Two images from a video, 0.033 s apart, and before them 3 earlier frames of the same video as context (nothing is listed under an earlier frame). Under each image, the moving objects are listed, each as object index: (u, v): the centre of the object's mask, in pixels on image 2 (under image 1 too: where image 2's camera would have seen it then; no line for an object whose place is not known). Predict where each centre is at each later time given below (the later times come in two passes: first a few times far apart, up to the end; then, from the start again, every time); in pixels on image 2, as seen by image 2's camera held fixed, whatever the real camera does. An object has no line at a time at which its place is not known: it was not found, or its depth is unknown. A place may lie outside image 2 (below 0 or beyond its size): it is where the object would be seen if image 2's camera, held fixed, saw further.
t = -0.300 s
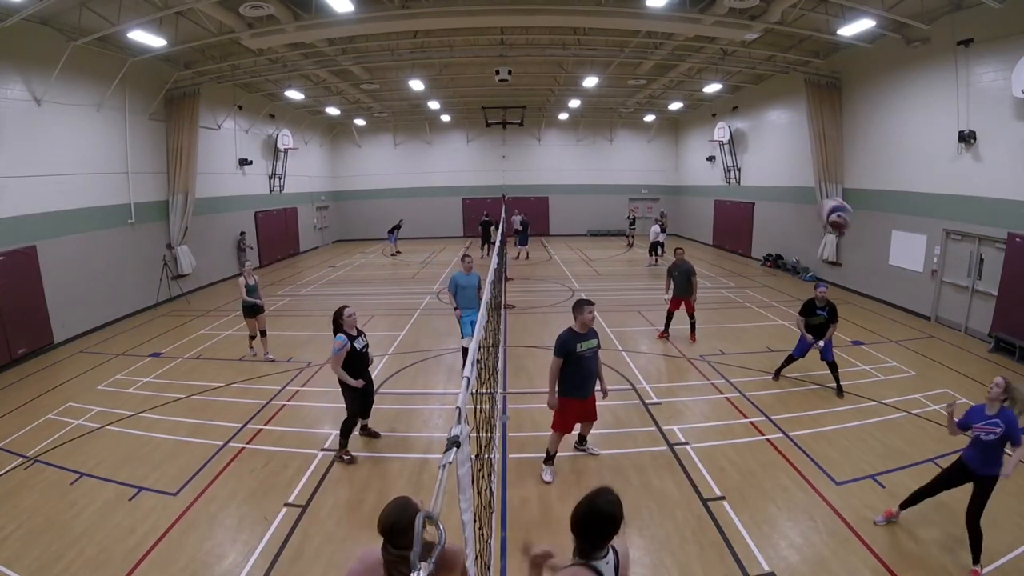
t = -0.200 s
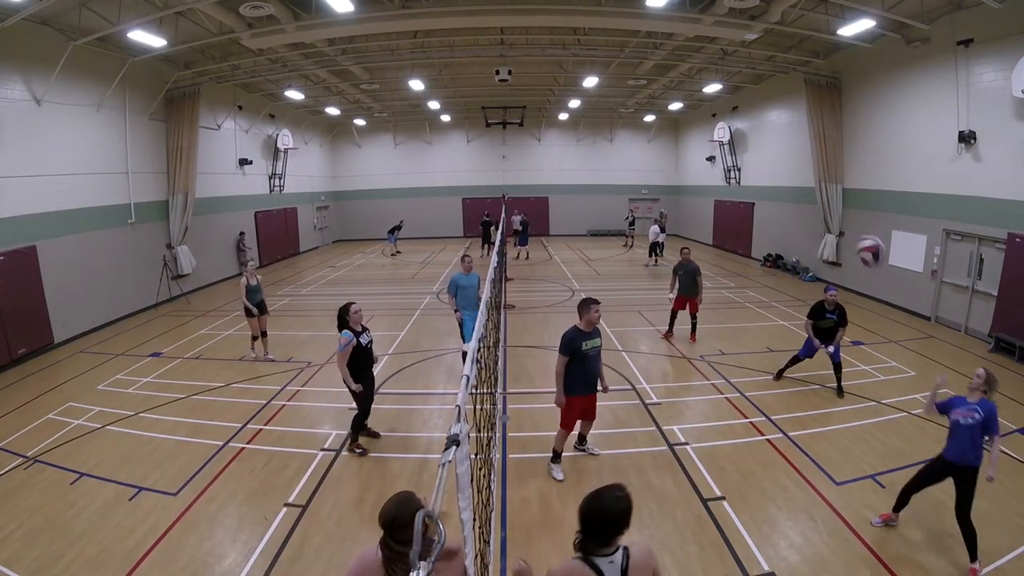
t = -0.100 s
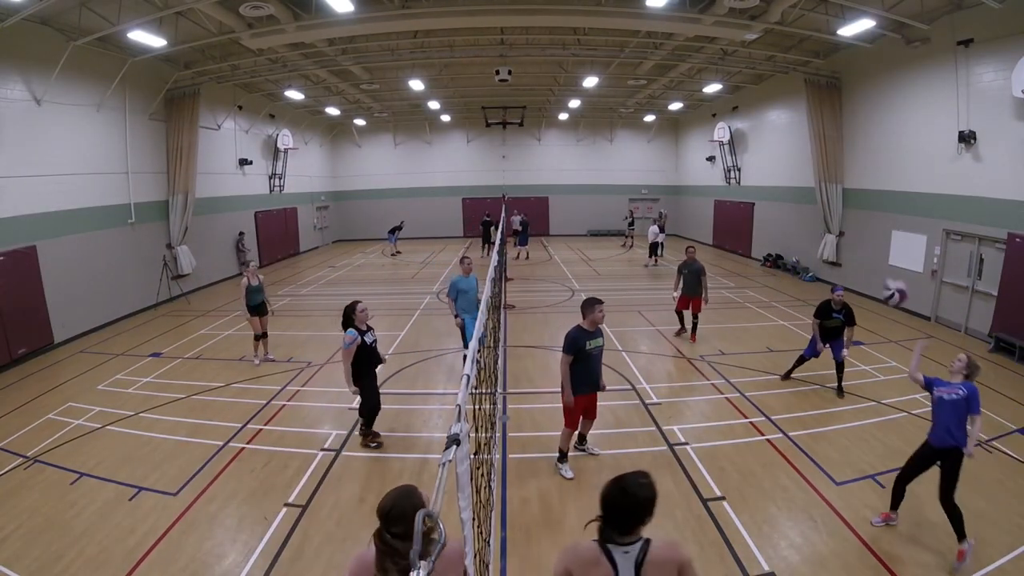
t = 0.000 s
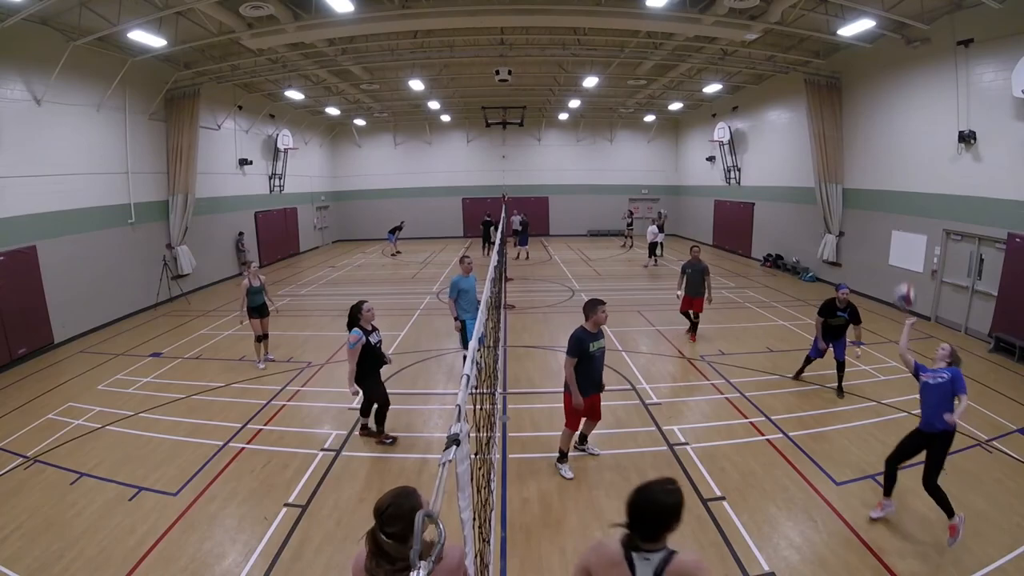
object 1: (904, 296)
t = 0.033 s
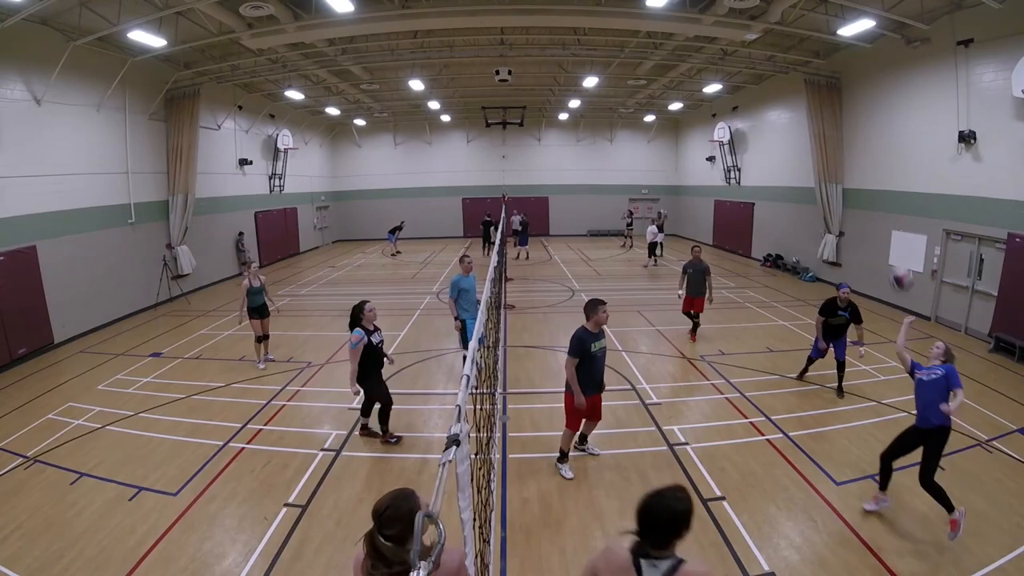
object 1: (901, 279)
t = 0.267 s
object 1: (868, 169)
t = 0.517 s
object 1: (817, 118)
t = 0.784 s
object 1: (751, 160)
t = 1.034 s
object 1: (676, 298)
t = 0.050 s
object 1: (900, 270)
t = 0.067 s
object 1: (899, 259)
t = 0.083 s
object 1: (896, 251)
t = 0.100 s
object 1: (894, 241)
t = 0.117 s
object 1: (892, 232)
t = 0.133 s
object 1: (890, 224)
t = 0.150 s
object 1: (888, 217)
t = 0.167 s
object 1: (885, 209)
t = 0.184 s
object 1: (882, 202)
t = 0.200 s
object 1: (880, 195)
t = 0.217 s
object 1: (878, 187)
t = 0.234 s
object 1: (874, 181)
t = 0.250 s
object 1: (871, 174)
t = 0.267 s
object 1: (868, 169)
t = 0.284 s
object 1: (865, 162)
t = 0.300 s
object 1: (862, 157)
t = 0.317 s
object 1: (859, 151)
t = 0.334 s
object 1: (856, 146)
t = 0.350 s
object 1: (852, 142)
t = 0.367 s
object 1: (849, 138)
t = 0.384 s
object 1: (846, 134)
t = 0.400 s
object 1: (842, 130)
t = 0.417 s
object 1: (839, 127)
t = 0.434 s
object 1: (835, 125)
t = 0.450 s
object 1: (832, 123)
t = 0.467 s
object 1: (828, 121)
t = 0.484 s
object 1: (824, 119)
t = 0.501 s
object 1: (820, 118)
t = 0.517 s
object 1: (817, 118)
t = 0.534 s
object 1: (813, 117)
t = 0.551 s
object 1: (809, 117)
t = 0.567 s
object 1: (806, 117)
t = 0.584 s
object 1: (801, 118)
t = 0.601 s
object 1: (797, 120)
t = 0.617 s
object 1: (793, 121)
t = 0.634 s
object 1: (789, 124)
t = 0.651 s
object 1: (785, 125)
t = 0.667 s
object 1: (781, 129)
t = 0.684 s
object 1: (777, 132)
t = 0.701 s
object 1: (773, 136)
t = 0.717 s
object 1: (768, 140)
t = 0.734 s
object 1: (764, 145)
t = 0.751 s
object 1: (760, 150)
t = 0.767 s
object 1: (756, 155)
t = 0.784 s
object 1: (751, 160)
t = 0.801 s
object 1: (747, 166)
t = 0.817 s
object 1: (742, 174)
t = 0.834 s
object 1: (737, 180)
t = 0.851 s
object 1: (732, 188)
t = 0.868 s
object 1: (727, 194)
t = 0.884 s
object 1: (722, 202)
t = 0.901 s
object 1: (719, 212)
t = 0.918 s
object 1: (714, 220)
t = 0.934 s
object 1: (708, 231)
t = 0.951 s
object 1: (704, 241)
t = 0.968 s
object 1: (698, 252)
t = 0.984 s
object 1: (693, 263)
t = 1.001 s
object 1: (688, 274)
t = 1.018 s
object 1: (682, 285)
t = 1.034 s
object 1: (676, 298)
